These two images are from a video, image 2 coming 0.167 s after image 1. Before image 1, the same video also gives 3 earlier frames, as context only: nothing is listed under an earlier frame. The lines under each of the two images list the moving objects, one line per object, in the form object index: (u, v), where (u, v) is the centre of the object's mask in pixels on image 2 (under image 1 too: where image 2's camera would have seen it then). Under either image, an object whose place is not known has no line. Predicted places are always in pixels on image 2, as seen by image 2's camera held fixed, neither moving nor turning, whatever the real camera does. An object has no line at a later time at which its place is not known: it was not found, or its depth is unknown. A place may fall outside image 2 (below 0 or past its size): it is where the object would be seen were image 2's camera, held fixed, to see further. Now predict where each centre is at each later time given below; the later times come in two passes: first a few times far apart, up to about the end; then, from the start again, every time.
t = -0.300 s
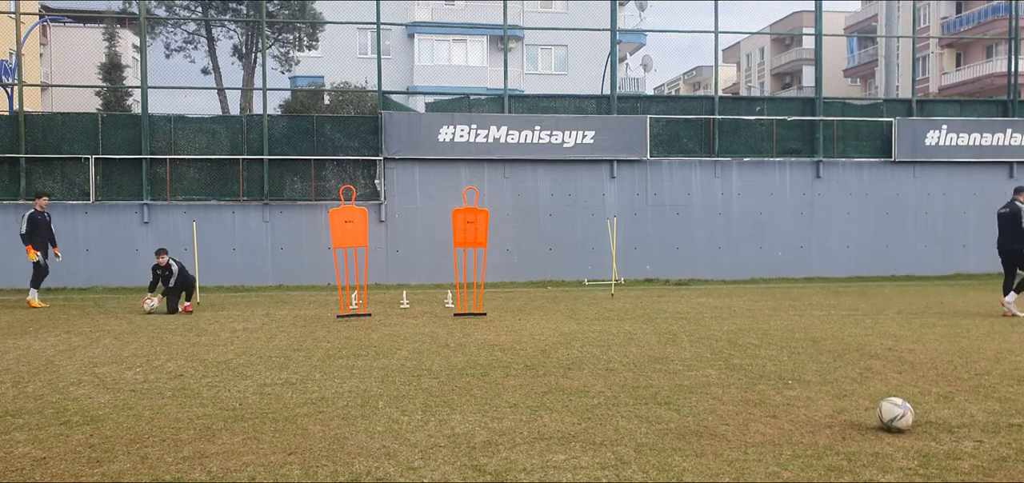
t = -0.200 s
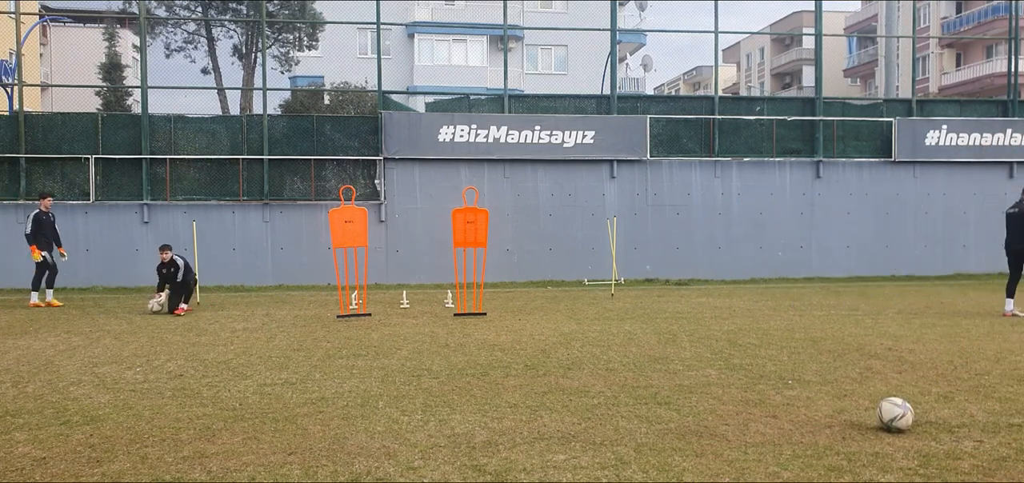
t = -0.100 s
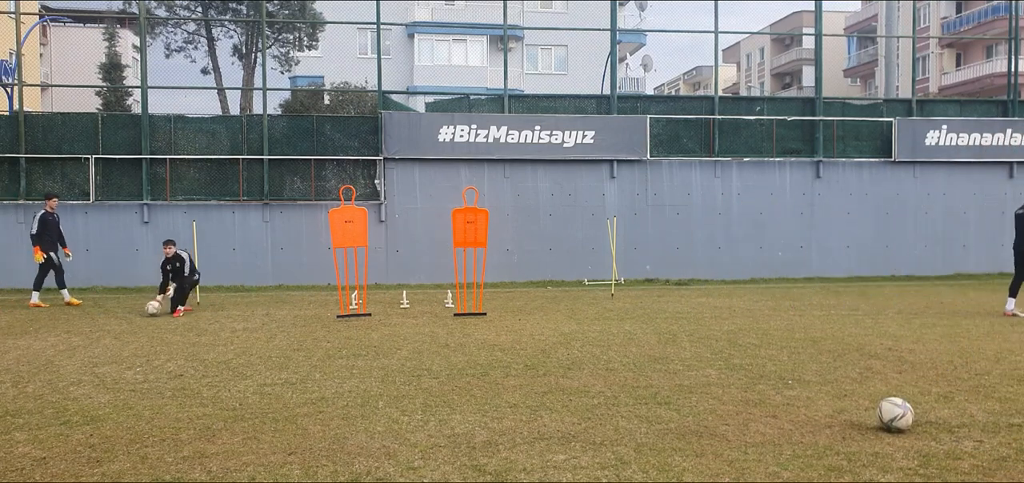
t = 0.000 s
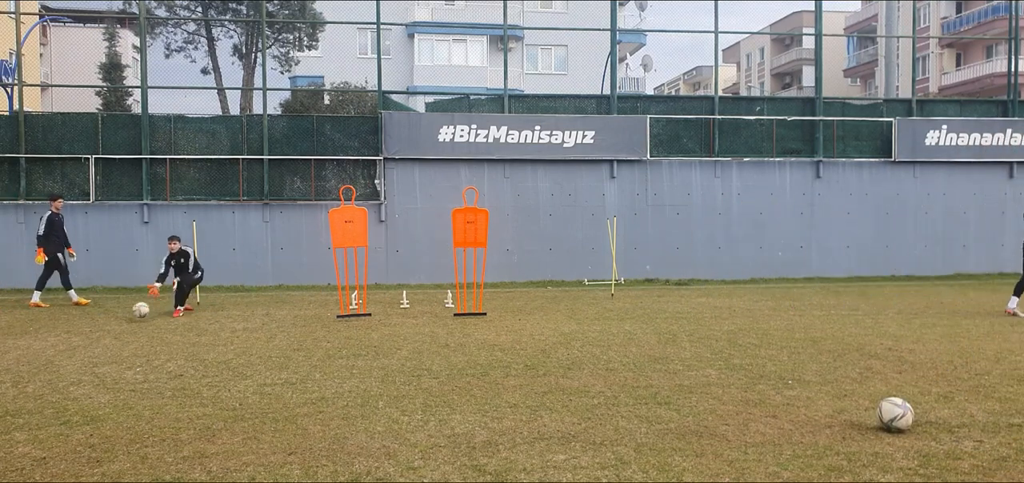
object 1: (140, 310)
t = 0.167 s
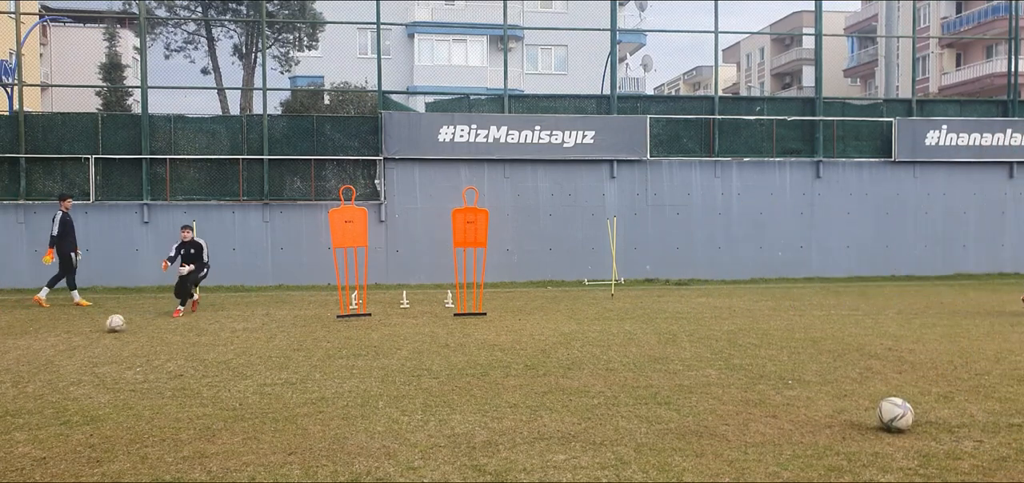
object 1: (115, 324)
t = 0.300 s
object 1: (93, 332)
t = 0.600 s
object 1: (39, 349)
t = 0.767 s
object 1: (6, 362)
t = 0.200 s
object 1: (110, 324)
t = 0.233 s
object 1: (104, 326)
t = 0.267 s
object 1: (99, 328)
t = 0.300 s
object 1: (93, 332)
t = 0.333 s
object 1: (88, 332)
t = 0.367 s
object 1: (83, 333)
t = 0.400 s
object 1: (77, 335)
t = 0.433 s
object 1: (71, 338)
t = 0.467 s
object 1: (65, 342)
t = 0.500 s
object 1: (59, 342)
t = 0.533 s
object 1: (52, 345)
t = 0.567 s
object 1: (46, 348)
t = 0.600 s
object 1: (39, 349)
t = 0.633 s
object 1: (32, 351)
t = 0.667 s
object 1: (25, 354)
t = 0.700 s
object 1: (17, 357)
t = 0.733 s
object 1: (11, 359)
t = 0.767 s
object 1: (6, 362)
